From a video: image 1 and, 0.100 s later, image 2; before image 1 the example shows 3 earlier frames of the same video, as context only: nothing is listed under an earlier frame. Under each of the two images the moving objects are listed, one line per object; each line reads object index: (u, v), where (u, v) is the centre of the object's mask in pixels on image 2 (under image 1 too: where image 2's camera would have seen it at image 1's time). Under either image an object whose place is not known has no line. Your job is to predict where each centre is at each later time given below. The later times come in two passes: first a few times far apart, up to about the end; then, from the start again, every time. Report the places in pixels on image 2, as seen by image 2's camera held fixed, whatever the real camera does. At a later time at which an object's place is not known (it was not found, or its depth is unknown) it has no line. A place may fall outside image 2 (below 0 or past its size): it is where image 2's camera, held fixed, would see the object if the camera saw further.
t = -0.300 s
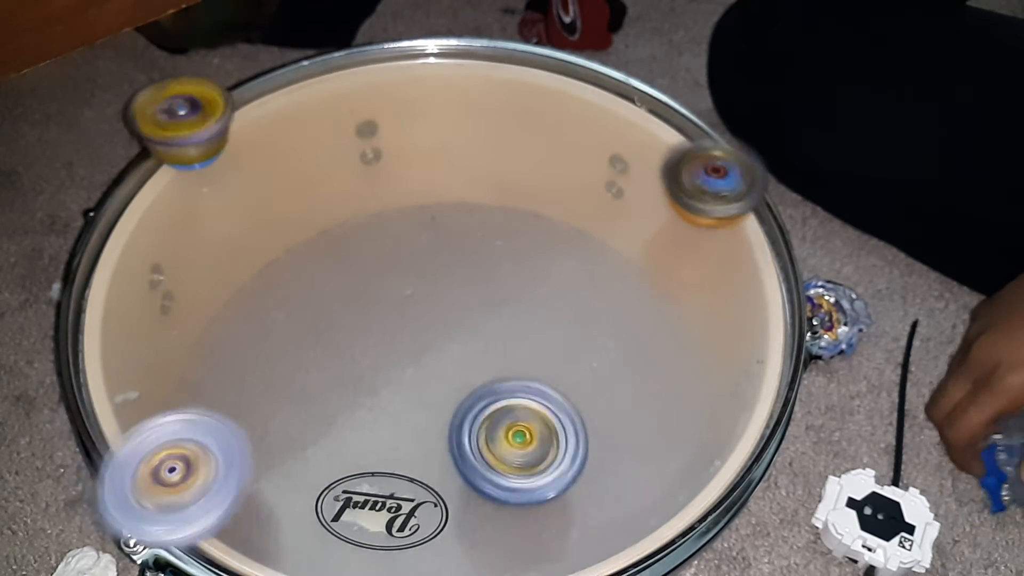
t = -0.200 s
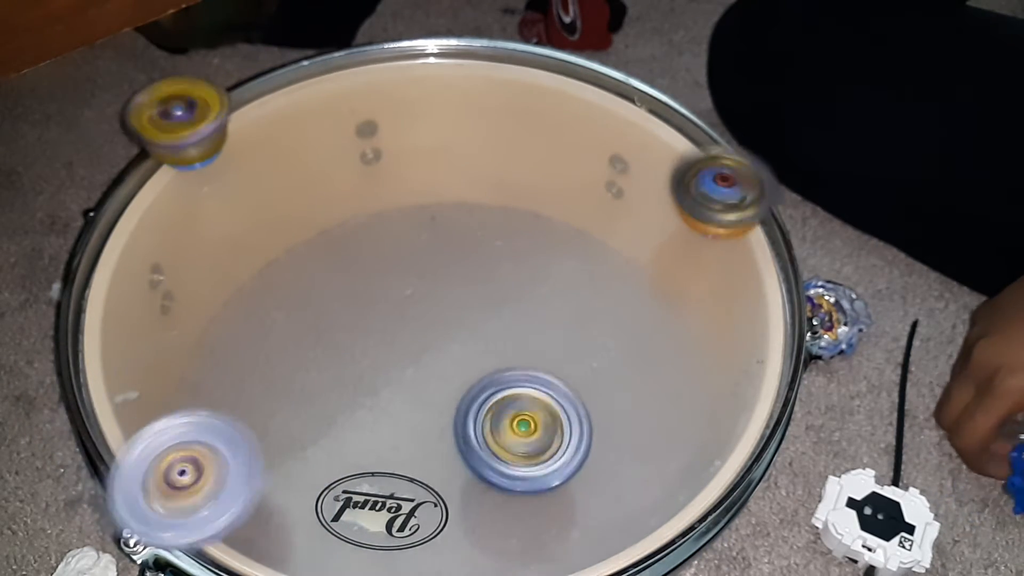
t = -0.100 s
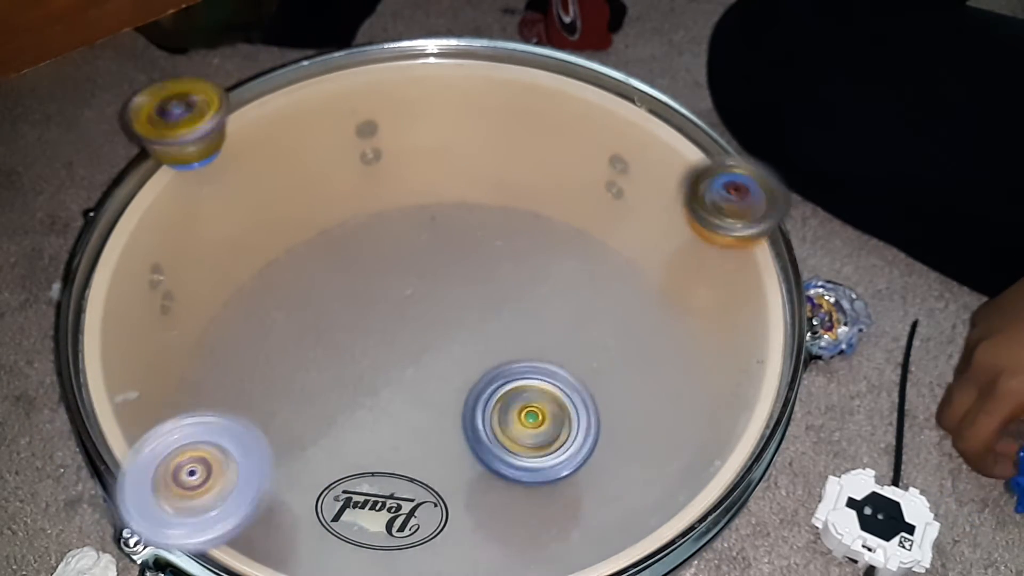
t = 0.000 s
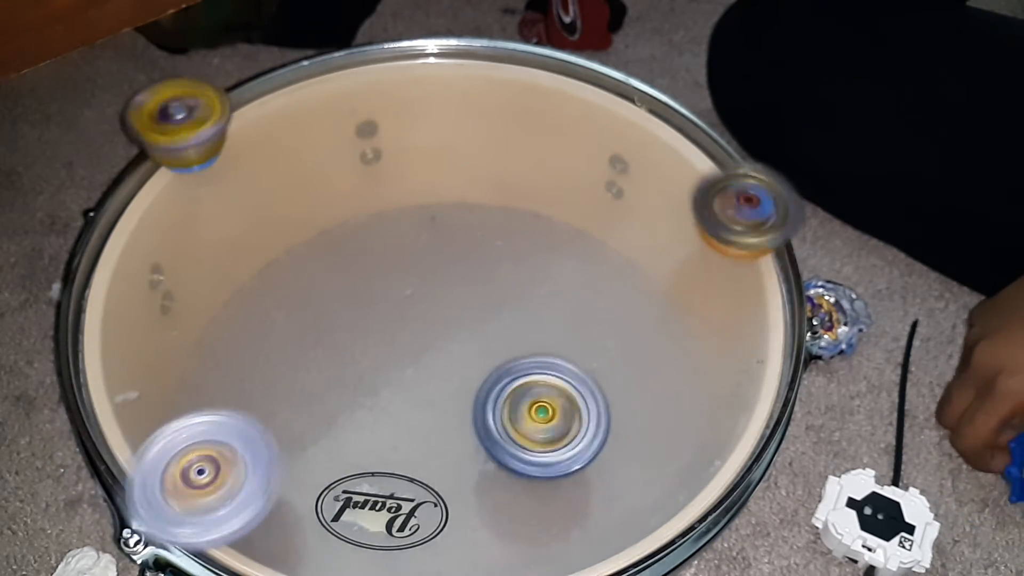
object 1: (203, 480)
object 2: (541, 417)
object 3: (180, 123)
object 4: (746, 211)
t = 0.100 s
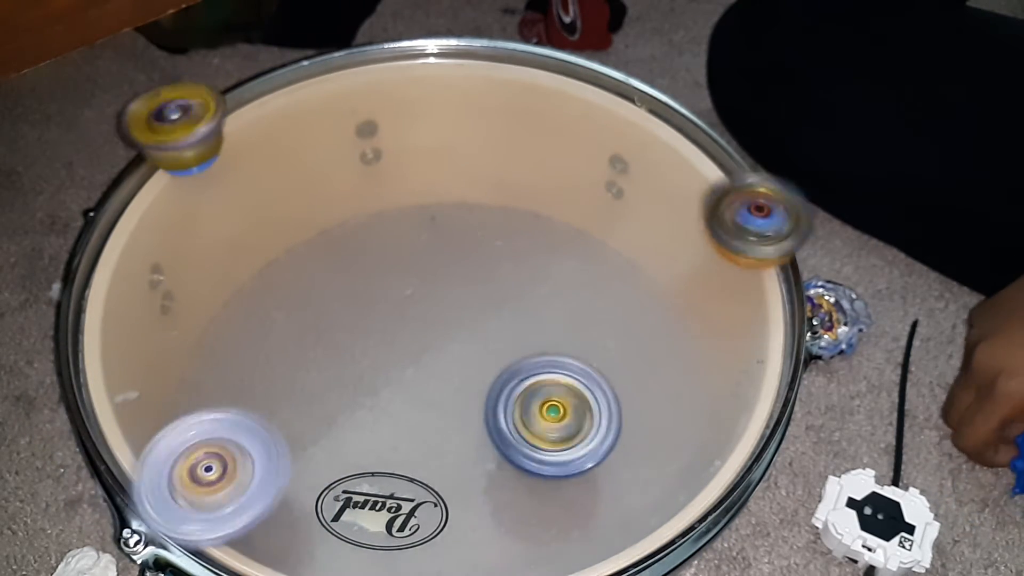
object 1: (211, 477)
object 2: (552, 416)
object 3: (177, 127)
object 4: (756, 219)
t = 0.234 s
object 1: (220, 473)
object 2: (567, 420)
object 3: (172, 129)
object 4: (773, 232)
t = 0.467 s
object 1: (229, 462)
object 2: (581, 442)
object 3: (167, 133)
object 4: (781, 250)
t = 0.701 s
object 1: (230, 451)
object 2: (574, 467)
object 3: (169, 133)
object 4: (770, 276)
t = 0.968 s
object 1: (220, 441)
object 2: (543, 480)
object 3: (166, 133)
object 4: (741, 304)
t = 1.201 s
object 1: (204, 437)
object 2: (515, 469)
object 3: (168, 133)
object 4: (706, 331)
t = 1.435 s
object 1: (186, 440)
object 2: (503, 445)
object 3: (166, 135)
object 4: (658, 353)
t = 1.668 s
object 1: (160, 456)
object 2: (475, 426)
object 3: (164, 137)
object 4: (629, 376)
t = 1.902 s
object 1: (141, 458)
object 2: (405, 401)
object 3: (158, 143)
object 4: (637, 401)
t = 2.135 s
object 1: (141, 444)
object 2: (383, 354)
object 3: (149, 150)
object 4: (624, 442)
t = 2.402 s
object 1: (147, 434)
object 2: (410, 318)
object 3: (141, 159)
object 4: (582, 488)
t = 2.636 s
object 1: (143, 431)
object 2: (443, 325)
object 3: (136, 169)
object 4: (531, 508)
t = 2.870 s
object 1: (132, 436)
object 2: (447, 355)
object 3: (127, 180)
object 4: (476, 502)
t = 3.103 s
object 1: (120, 437)
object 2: (432, 360)
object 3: (120, 193)
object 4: (432, 493)
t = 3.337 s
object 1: (123, 430)
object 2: (436, 327)
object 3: (112, 205)
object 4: (398, 471)
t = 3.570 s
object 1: (129, 427)
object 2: (470, 320)
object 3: (109, 223)
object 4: (407, 439)
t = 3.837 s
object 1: (133, 426)
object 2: (521, 330)
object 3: (112, 224)
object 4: (403, 458)
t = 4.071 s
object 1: (134, 429)
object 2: (550, 359)
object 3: (104, 236)
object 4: (369, 476)
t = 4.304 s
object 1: (137, 438)
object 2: (531, 392)
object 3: (100, 259)
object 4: (385, 484)
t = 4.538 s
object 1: (138, 447)
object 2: (506, 400)
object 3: (94, 269)
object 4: (355, 479)
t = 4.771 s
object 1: (127, 450)
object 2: (535, 396)
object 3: (100, 266)
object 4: (292, 482)
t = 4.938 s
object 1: (130, 444)
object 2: (541, 412)
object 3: (103, 265)
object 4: (277, 487)
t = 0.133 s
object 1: (214, 477)
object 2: (556, 416)
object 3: (177, 127)
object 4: (761, 223)
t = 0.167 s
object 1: (215, 476)
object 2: (559, 417)
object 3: (176, 128)
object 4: (765, 225)
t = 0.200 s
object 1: (217, 475)
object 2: (564, 419)
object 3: (174, 129)
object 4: (768, 228)
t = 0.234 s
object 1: (220, 473)
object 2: (567, 420)
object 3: (172, 129)
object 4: (773, 232)
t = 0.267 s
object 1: (220, 473)
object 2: (570, 423)
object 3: (171, 129)
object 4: (773, 233)
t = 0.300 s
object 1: (223, 471)
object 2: (573, 425)
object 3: (170, 130)
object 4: (778, 237)
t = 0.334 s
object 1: (223, 468)
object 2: (575, 427)
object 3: (169, 131)
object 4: (779, 240)
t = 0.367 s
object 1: (225, 467)
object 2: (577, 431)
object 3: (168, 132)
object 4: (778, 242)
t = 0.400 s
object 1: (226, 465)
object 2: (580, 434)
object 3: (166, 132)
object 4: (783, 244)
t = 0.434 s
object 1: (227, 464)
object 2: (581, 437)
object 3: (167, 132)
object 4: (780, 247)
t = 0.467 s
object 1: (229, 462)
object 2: (581, 442)
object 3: (167, 133)
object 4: (781, 250)
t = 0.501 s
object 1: (229, 460)
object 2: (582, 445)
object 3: (166, 133)
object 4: (781, 255)
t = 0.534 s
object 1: (230, 460)
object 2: (581, 449)
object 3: (167, 133)
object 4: (777, 259)
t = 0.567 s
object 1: (230, 457)
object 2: (581, 453)
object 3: (165, 134)
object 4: (779, 262)
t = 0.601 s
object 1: (230, 457)
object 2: (580, 457)
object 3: (166, 133)
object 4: (776, 265)
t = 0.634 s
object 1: (229, 455)
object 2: (578, 460)
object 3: (168, 133)
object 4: (775, 268)
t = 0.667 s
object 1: (229, 453)
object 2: (576, 464)
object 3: (168, 134)
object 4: (773, 272)
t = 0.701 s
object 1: (230, 451)
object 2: (574, 467)
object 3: (169, 133)
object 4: (770, 276)
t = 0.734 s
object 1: (229, 449)
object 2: (570, 470)
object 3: (167, 134)
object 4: (769, 279)
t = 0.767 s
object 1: (227, 448)
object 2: (568, 473)
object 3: (167, 133)
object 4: (764, 282)
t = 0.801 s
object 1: (228, 446)
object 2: (564, 475)
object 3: (167, 133)
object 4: (762, 285)
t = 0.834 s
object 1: (225, 444)
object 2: (560, 477)
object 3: (168, 132)
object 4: (758, 289)
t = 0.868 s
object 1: (225, 444)
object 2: (556, 479)
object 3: (169, 132)
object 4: (754, 293)
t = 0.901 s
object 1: (223, 442)
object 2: (552, 479)
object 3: (169, 132)
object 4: (750, 300)
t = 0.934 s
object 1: (222, 441)
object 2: (547, 480)
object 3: (167, 133)
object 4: (746, 300)
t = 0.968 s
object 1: (220, 441)
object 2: (543, 480)
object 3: (166, 133)
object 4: (741, 304)
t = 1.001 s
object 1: (218, 439)
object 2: (538, 479)
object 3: (167, 133)
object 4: (735, 308)
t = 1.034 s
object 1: (217, 438)
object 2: (534, 479)
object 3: (168, 133)
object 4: (731, 314)
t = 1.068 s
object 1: (215, 438)
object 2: (530, 477)
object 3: (169, 133)
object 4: (729, 315)
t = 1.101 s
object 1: (212, 437)
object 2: (525, 477)
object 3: (169, 133)
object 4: (723, 319)
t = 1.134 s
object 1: (211, 437)
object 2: (522, 474)
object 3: (169, 133)
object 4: (716, 322)
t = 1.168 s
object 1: (208, 437)
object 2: (518, 471)
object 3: (168, 133)
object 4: (713, 326)
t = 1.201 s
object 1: (204, 437)
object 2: (515, 469)
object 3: (168, 133)
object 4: (706, 331)
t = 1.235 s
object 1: (203, 436)
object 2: (513, 466)
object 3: (167, 134)
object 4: (701, 331)
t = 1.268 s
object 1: (199, 437)
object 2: (509, 463)
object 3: (167, 134)
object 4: (694, 335)
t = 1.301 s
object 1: (196, 437)
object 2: (507, 460)
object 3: (167, 134)
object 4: (687, 339)
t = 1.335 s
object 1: (194, 437)
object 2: (506, 455)
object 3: (167, 134)
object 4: (682, 342)
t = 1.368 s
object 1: (191, 438)
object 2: (504, 452)
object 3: (167, 134)
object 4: (675, 345)
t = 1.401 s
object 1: (187, 440)
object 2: (504, 449)
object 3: (167, 134)
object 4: (667, 349)
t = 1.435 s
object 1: (186, 440)
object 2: (503, 445)
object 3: (166, 135)
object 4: (658, 353)
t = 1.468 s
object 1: (181, 442)
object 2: (503, 441)
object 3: (165, 135)
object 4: (652, 357)
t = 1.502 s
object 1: (176, 445)
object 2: (505, 438)
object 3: (165, 135)
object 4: (646, 359)
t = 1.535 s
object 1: (175, 446)
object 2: (505, 434)
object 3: (164, 136)
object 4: (637, 363)
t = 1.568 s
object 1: (171, 448)
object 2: (507, 431)
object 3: (163, 135)
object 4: (629, 366)
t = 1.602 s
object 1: (167, 451)
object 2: (508, 428)
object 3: (164, 135)
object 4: (622, 368)
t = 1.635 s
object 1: (165, 453)
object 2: (495, 425)
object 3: (165, 136)
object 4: (627, 374)
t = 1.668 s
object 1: (160, 456)
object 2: (475, 426)
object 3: (164, 137)
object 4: (629, 376)
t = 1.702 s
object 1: (155, 458)
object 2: (462, 425)
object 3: (163, 138)
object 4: (630, 379)
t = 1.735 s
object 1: (153, 461)
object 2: (450, 425)
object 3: (162, 140)
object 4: (630, 380)
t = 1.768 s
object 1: (148, 464)
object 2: (440, 422)
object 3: (162, 140)
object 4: (632, 382)
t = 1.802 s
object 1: (144, 465)
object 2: (429, 417)
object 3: (163, 140)
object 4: (636, 385)
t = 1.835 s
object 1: (143, 463)
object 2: (420, 413)
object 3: (162, 141)
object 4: (641, 391)
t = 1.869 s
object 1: (143, 459)
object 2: (412, 407)
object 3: (160, 142)
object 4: (637, 396)
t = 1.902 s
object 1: (141, 458)
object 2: (405, 401)
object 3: (158, 143)
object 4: (637, 401)
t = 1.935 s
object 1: (140, 456)
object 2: (399, 394)
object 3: (157, 144)
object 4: (637, 407)
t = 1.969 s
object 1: (139, 454)
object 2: (393, 389)
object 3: (156, 145)
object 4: (633, 415)
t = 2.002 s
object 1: (138, 452)
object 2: (390, 381)
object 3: (156, 145)
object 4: (634, 419)
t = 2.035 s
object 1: (139, 449)
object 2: (385, 374)
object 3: (154, 145)
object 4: (630, 429)
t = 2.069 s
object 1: (140, 446)
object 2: (385, 368)
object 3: (152, 147)
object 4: (627, 432)
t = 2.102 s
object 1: (140, 445)
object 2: (383, 360)
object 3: (151, 148)
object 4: (626, 437)
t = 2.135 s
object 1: (141, 444)
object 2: (383, 354)
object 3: (149, 150)
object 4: (624, 442)
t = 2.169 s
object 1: (143, 442)
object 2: (384, 346)
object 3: (148, 151)
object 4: (620, 451)
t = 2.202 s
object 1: (145, 440)
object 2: (386, 342)
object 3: (148, 151)
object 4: (615, 456)
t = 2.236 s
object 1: (145, 438)
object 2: (389, 334)
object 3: (149, 152)
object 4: (612, 459)
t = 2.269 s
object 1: (146, 438)
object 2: (391, 331)
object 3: (148, 154)
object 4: (608, 465)
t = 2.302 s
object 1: (147, 436)
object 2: (397, 326)
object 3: (145, 155)
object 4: (602, 471)
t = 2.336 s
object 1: (147, 435)
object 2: (400, 323)
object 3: (142, 157)
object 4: (597, 476)
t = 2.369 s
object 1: (147, 434)
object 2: (406, 320)
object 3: (140, 158)
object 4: (591, 483)
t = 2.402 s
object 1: (147, 434)
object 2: (410, 318)
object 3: (141, 159)
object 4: (582, 488)
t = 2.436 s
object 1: (148, 433)
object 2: (414, 318)
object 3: (144, 159)
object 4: (579, 490)
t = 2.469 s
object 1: (147, 431)
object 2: (420, 316)
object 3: (143, 161)
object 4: (574, 494)
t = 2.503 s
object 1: (146, 431)
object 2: (426, 317)
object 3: (139, 163)
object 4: (566, 499)
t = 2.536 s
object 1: (145, 431)
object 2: (430, 318)
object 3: (136, 166)
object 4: (557, 502)
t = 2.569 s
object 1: (145, 431)
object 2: (432, 320)
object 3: (135, 167)
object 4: (547, 504)
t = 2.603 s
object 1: (144, 431)
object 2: (440, 322)
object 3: (136, 168)
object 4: (540, 507)
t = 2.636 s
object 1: (143, 431)
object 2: (443, 325)
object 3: (136, 169)
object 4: (531, 508)
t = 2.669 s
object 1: (141, 432)
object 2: (444, 329)
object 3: (134, 171)
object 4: (526, 509)
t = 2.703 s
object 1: (140, 432)
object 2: (446, 331)
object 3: (130, 173)
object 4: (520, 512)
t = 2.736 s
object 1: (138, 432)
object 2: (450, 336)
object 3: (127, 175)
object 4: (510, 509)
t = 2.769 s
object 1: (136, 434)
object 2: (450, 340)
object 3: (125, 177)
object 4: (502, 509)
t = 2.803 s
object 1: (134, 434)
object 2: (449, 344)
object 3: (124, 178)
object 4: (491, 506)
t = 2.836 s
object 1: (134, 435)
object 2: (450, 349)
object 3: (125, 180)
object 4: (482, 505)
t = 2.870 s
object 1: (132, 436)
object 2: (447, 355)
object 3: (127, 180)
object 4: (476, 502)
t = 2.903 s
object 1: (129, 437)
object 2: (444, 358)
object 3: (127, 181)
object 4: (471, 500)
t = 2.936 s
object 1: (127, 439)
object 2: (441, 361)
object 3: (123, 184)
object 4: (466, 497)
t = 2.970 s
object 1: (125, 440)
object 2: (439, 366)
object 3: (119, 188)
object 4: (457, 493)
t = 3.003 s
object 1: (124, 439)
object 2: (435, 366)
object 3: (118, 190)
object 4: (449, 494)
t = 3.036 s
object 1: (121, 438)
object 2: (434, 365)
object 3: (119, 191)
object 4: (440, 491)
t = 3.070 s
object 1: (120, 438)
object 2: (432, 364)
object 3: (120, 192)
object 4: (436, 491)
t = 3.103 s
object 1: (120, 437)
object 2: (432, 360)
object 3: (120, 193)
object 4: (432, 493)
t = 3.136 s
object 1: (121, 435)
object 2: (428, 355)
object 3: (119, 195)
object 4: (429, 494)
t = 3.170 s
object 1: (120, 434)
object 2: (428, 349)
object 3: (116, 196)
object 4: (424, 493)
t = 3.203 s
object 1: (120, 434)
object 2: (427, 344)
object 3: (112, 199)
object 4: (417, 490)
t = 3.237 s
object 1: (121, 433)
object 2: (429, 339)
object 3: (110, 202)
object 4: (413, 487)
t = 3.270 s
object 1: (121, 431)
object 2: (429, 334)
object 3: (109, 203)
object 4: (404, 482)
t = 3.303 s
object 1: (122, 430)
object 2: (434, 330)
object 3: (109, 204)
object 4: (401, 475)
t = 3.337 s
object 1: (123, 430)
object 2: (436, 327)
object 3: (112, 205)
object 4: (398, 471)
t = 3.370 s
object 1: (123, 429)
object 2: (439, 327)
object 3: (115, 205)
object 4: (399, 466)
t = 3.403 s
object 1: (125, 429)
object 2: (443, 321)
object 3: (117, 205)
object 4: (399, 464)
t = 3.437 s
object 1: (126, 429)
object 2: (450, 319)
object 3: (116, 206)
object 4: (398, 461)
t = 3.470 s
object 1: (127, 428)
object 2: (454, 319)
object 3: (113, 211)
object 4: (398, 457)
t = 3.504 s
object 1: (127, 427)
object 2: (457, 321)
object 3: (109, 217)
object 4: (398, 451)
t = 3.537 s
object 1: (128, 427)
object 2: (462, 319)
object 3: (108, 221)
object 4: (400, 445)
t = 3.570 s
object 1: (129, 427)
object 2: (470, 320)
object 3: (109, 223)
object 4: (407, 439)
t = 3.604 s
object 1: (129, 426)
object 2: (473, 323)
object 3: (111, 224)
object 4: (410, 438)
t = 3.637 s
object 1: (129, 426)
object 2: (475, 326)
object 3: (111, 226)
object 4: (416, 437)
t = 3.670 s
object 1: (131, 426)
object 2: (478, 326)
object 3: (111, 227)
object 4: (416, 436)
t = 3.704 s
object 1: (132, 425)
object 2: (484, 331)
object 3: (109, 227)
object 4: (417, 435)
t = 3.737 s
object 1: (131, 424)
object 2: (485, 334)
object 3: (110, 226)
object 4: (418, 434)
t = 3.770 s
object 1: (131, 425)
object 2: (496, 333)
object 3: (112, 225)
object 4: (413, 441)
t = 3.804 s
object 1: (132, 426)
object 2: (508, 329)
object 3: (113, 224)
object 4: (411, 455)
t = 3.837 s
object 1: (133, 426)
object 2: (521, 330)
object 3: (112, 224)
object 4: (403, 458)
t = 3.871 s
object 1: (133, 425)
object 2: (525, 332)
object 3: (108, 225)
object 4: (397, 462)
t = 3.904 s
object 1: (133, 425)
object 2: (534, 334)
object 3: (103, 227)
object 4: (391, 465)
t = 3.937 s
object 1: (133, 426)
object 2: (537, 339)
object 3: (98, 228)
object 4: (393, 474)
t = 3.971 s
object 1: (134, 426)
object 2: (542, 342)
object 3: (99, 229)
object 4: (392, 469)
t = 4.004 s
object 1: (134, 426)
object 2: (546, 348)
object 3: (101, 231)
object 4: (387, 482)
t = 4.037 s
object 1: (133, 427)
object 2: (547, 352)
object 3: (102, 234)
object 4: (378, 483)
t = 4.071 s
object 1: (134, 429)
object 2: (550, 359)
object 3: (104, 236)
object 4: (369, 476)
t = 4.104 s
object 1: (135, 430)
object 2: (548, 363)
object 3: (106, 238)
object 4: (369, 474)
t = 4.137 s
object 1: (136, 431)
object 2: (550, 369)
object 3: (106, 241)
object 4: (374, 465)
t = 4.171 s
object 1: (136, 432)
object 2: (547, 375)
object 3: (105, 244)
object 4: (381, 464)
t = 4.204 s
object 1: (136, 433)
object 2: (544, 379)
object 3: (103, 247)
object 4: (383, 469)
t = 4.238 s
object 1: (136, 434)
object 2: (541, 384)
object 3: (101, 250)
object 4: (389, 469)
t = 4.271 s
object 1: (136, 436)
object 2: (535, 387)
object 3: (99, 254)
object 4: (387, 469)
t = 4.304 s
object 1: (137, 438)
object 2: (531, 392)
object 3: (100, 259)
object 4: (385, 484)
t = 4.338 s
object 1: (137, 439)
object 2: (524, 394)
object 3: (101, 261)
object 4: (375, 489)
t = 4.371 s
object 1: (137, 440)
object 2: (520, 397)
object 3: (101, 263)
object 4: (373, 481)
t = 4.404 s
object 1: (137, 442)
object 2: (511, 399)
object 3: (100, 265)
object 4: (374, 478)
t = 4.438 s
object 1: (138, 443)
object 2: (505, 398)
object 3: (96, 266)
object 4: (376, 477)
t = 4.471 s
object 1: (138, 444)
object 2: (499, 399)
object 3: (94, 268)
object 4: (377, 470)
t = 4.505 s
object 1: (138, 446)
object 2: (502, 401)
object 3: (94, 269)
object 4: (372, 471)
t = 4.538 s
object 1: (138, 447)
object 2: (506, 400)
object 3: (94, 269)
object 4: (355, 479)
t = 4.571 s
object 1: (141, 447)
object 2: (507, 398)
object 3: (94, 269)
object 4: (338, 482)
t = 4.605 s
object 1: (140, 446)
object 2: (511, 392)
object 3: (95, 268)
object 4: (321, 484)
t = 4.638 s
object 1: (141, 448)
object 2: (518, 390)
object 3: (96, 268)
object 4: (305, 485)
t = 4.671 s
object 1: (143, 448)
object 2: (524, 393)
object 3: (97, 267)
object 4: (292, 486)
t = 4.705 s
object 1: (134, 451)
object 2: (526, 394)
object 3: (98, 267)
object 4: (292, 484)
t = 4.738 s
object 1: (126, 453)
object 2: (531, 395)
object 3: (99, 267)
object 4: (294, 480)
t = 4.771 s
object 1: (127, 450)
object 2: (535, 396)
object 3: (100, 266)
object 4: (292, 482)
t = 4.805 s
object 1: (133, 444)
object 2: (539, 399)
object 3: (101, 266)
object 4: (286, 485)
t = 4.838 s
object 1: (135, 440)
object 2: (540, 403)
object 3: (102, 266)
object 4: (277, 485)
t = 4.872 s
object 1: (133, 438)
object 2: (540, 406)
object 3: (102, 265)
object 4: (273, 484)
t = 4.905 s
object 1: (131, 442)
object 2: (543, 409)
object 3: (103, 265)
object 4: (273, 486)
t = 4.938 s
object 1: (130, 444)
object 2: (541, 412)
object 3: (103, 265)
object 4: (277, 487)
